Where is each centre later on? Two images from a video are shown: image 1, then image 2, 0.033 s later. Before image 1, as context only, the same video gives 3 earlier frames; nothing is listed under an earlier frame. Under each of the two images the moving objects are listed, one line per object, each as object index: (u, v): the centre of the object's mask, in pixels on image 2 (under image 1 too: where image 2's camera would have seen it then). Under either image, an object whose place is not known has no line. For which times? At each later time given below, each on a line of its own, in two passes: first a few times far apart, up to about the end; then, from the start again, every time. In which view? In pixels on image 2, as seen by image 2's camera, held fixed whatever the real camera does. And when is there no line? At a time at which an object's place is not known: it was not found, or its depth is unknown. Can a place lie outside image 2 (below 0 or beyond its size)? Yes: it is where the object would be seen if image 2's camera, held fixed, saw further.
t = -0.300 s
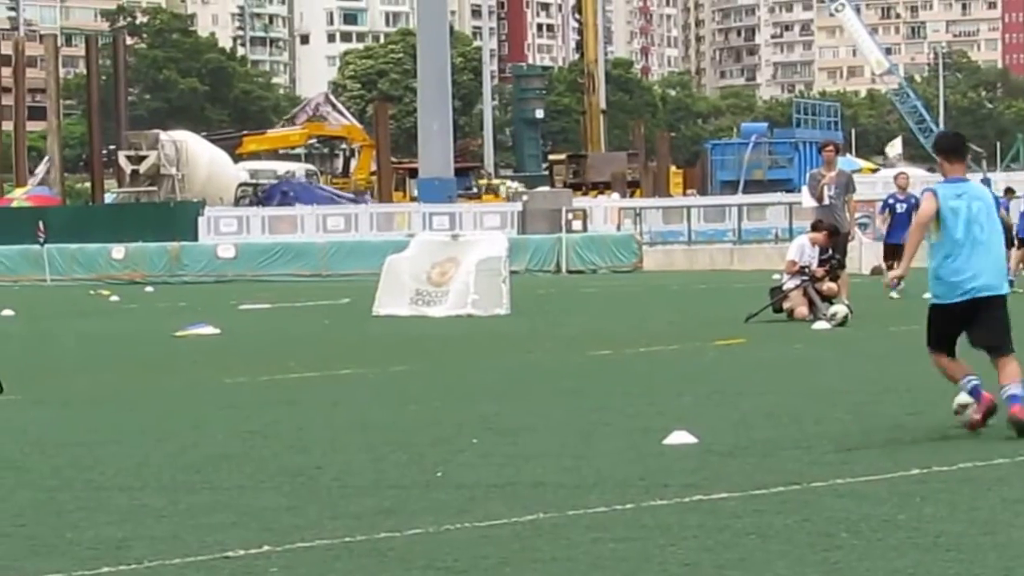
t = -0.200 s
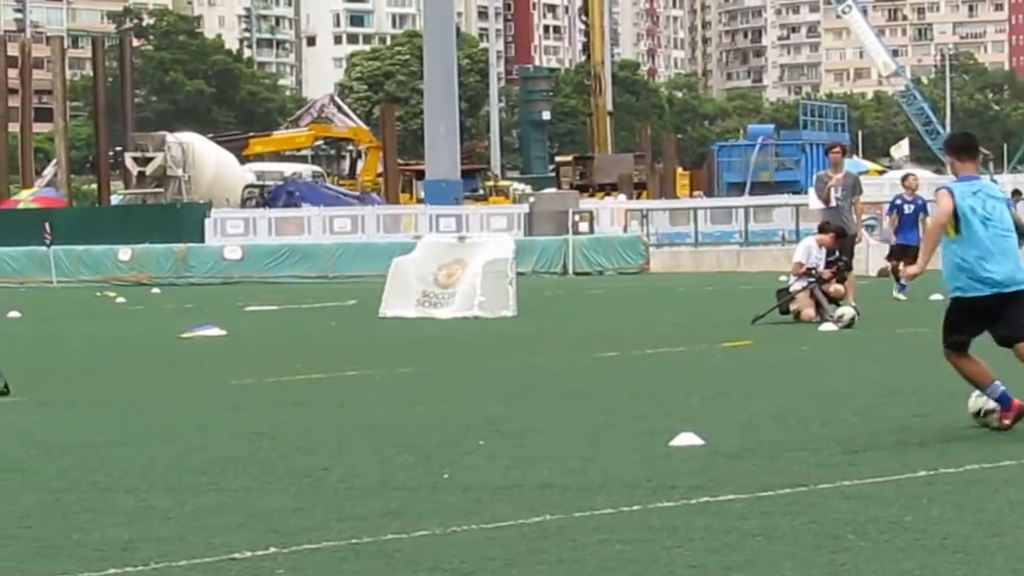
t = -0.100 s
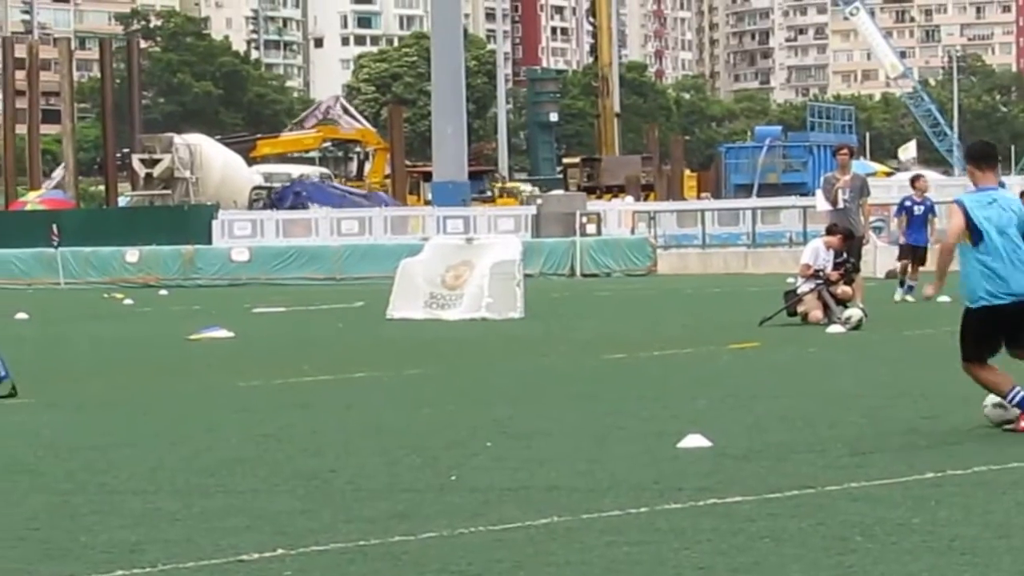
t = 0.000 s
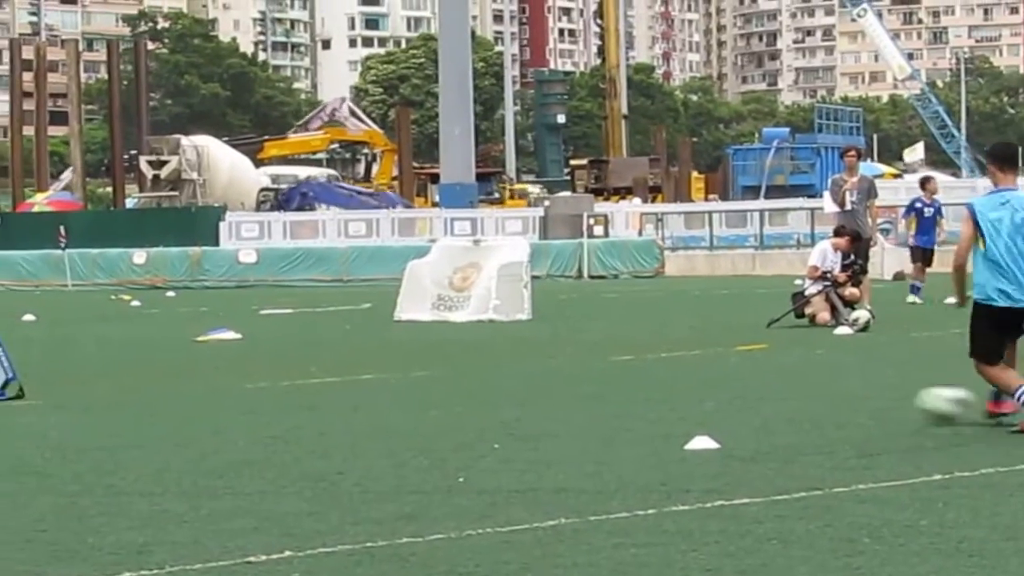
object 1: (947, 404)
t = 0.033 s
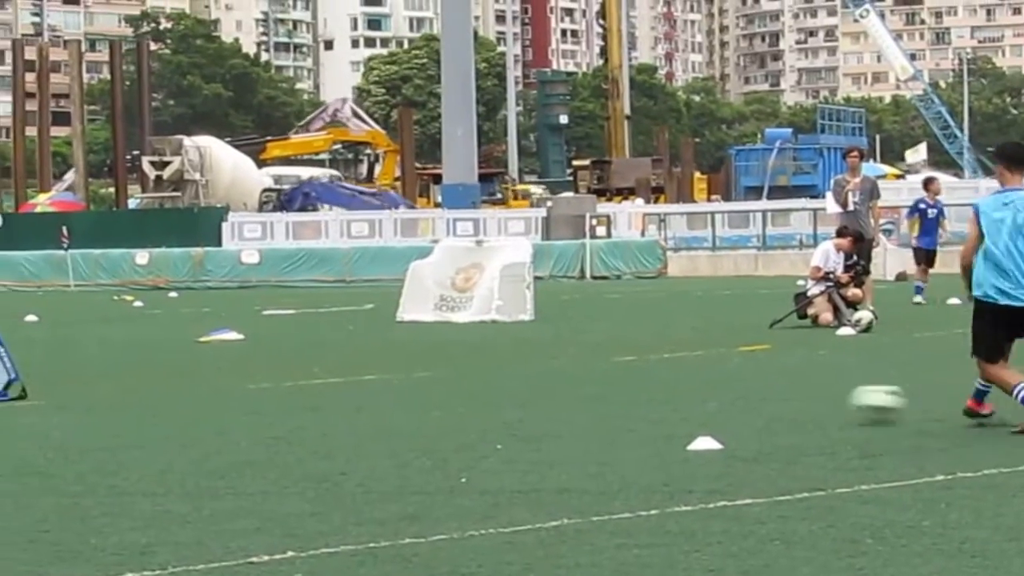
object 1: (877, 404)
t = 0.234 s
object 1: (522, 395)
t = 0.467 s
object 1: (216, 393)
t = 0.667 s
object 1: (24, 385)
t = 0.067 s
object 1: (808, 403)
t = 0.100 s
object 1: (745, 402)
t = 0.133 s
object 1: (686, 399)
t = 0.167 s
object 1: (628, 399)
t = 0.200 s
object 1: (572, 399)
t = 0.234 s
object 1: (522, 395)
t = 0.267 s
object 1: (473, 394)
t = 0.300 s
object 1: (426, 392)
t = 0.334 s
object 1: (378, 395)
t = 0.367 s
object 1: (336, 396)
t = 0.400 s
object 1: (295, 393)
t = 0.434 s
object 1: (255, 391)
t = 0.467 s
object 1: (216, 393)
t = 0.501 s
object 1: (181, 392)
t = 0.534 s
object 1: (148, 390)
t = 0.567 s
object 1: (114, 390)
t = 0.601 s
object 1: (82, 390)
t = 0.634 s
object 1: (53, 386)
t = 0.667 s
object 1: (24, 385)
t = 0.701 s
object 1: (2, 384)
